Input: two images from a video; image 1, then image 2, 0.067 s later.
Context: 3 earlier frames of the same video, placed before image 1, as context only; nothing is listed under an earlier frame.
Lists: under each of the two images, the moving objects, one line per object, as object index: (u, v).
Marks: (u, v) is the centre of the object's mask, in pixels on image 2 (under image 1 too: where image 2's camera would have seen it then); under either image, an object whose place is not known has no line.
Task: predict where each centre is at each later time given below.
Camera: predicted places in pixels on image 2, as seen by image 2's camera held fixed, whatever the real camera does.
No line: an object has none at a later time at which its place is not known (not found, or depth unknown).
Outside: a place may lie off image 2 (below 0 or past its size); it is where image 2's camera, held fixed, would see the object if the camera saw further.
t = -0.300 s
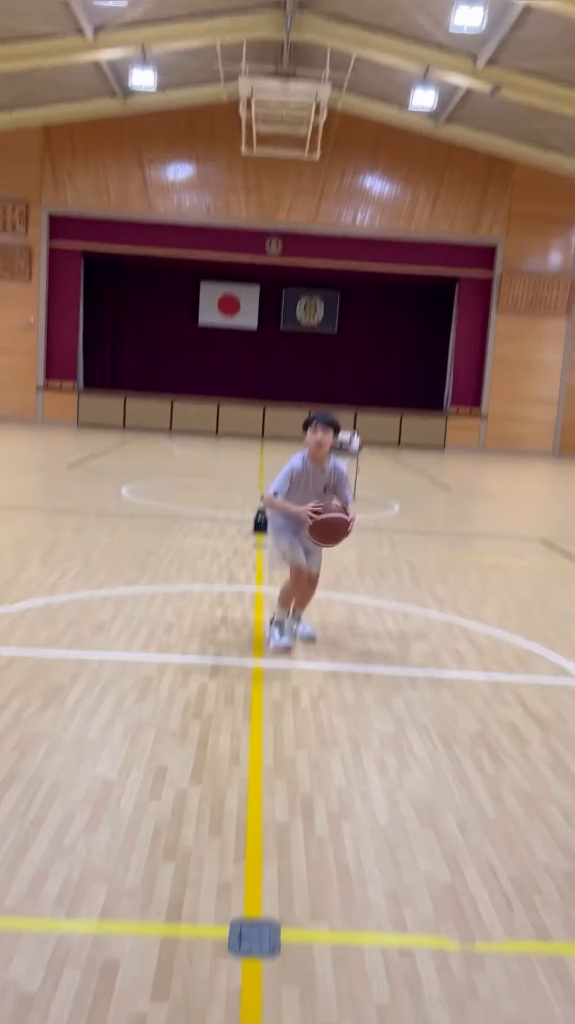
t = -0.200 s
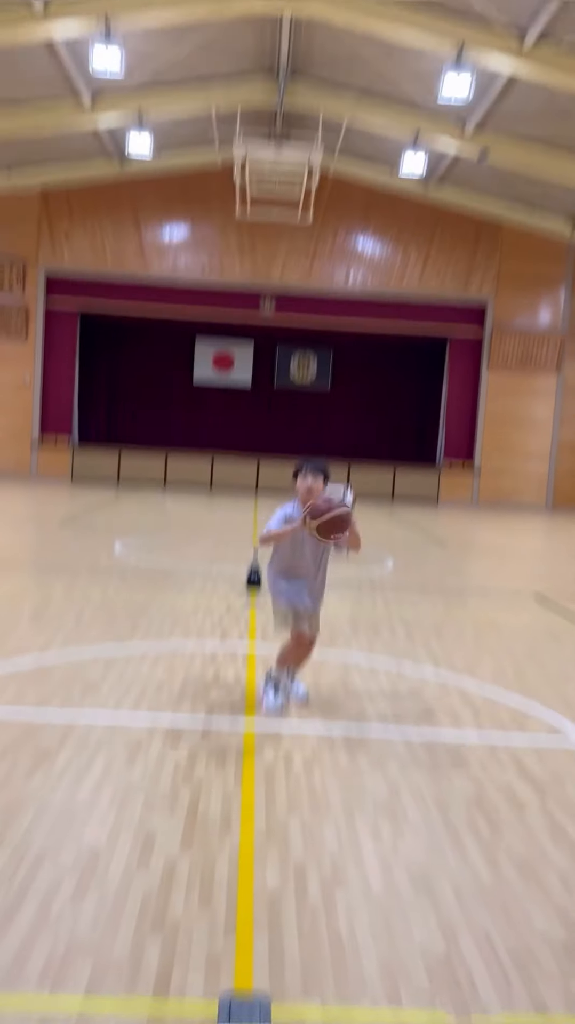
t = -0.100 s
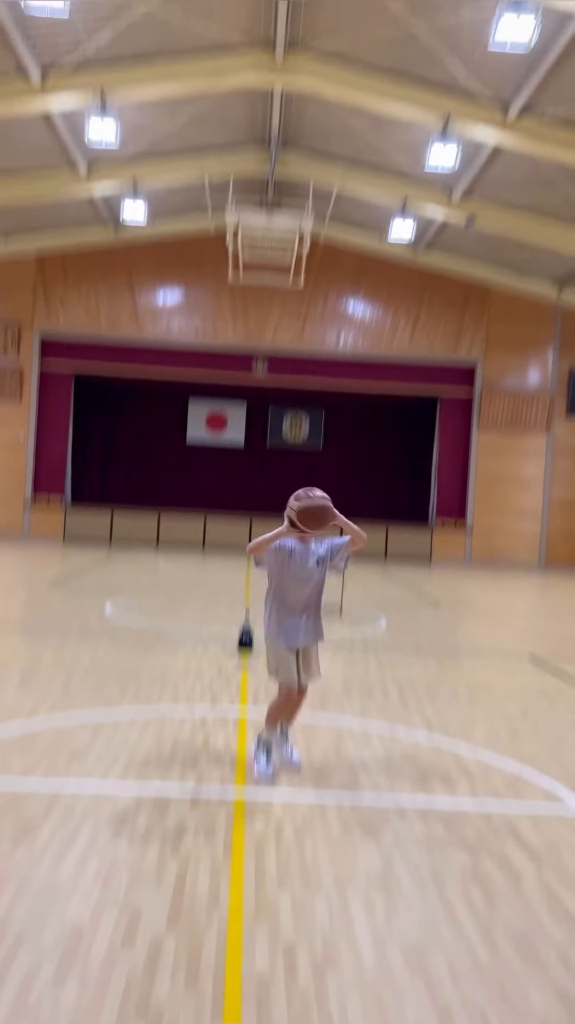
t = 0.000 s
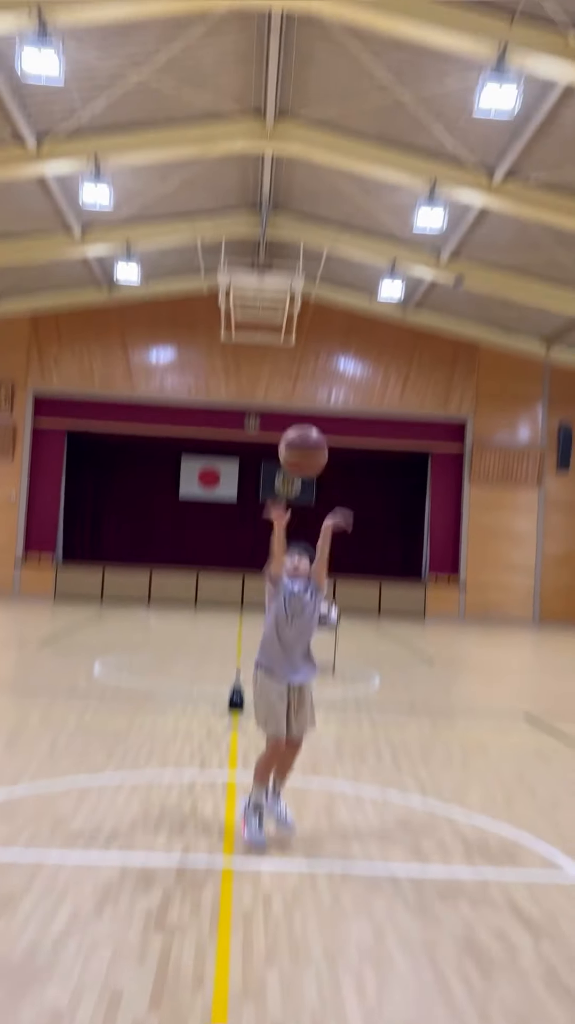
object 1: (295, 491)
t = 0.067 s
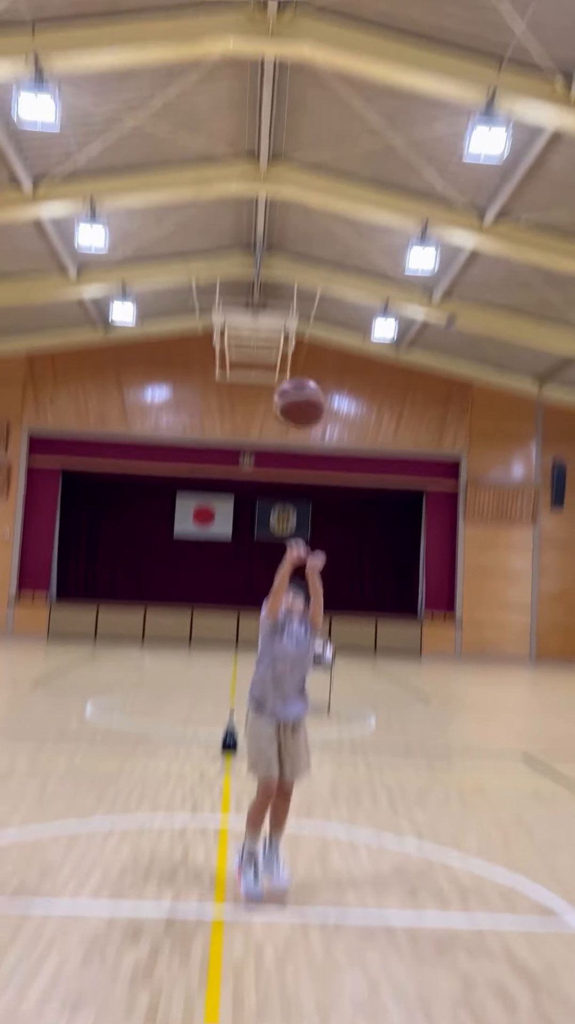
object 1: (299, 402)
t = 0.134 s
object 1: (300, 318)
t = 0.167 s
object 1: (301, 276)
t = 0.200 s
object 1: (301, 234)
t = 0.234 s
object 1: (302, 192)
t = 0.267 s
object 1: (302, 152)
